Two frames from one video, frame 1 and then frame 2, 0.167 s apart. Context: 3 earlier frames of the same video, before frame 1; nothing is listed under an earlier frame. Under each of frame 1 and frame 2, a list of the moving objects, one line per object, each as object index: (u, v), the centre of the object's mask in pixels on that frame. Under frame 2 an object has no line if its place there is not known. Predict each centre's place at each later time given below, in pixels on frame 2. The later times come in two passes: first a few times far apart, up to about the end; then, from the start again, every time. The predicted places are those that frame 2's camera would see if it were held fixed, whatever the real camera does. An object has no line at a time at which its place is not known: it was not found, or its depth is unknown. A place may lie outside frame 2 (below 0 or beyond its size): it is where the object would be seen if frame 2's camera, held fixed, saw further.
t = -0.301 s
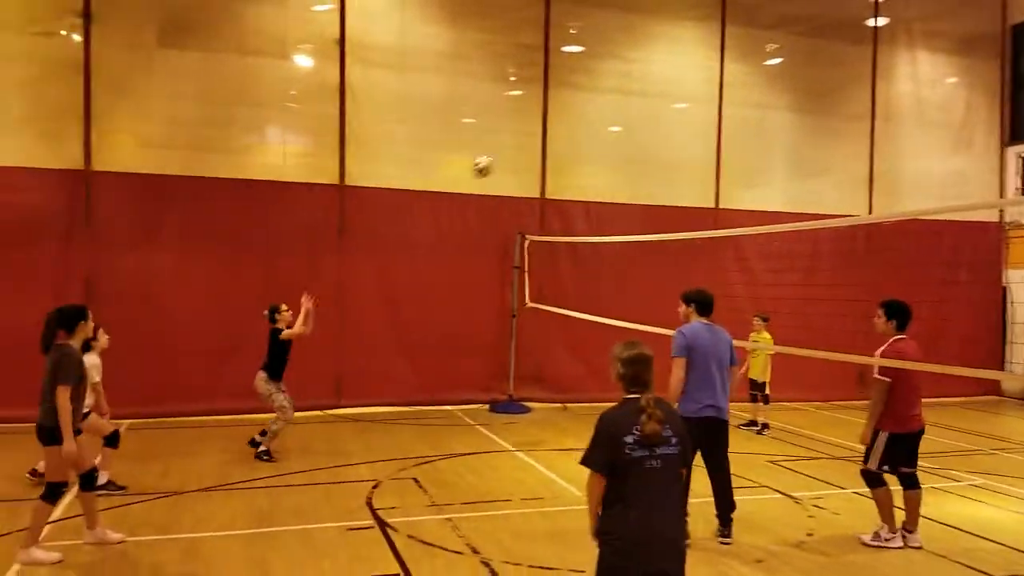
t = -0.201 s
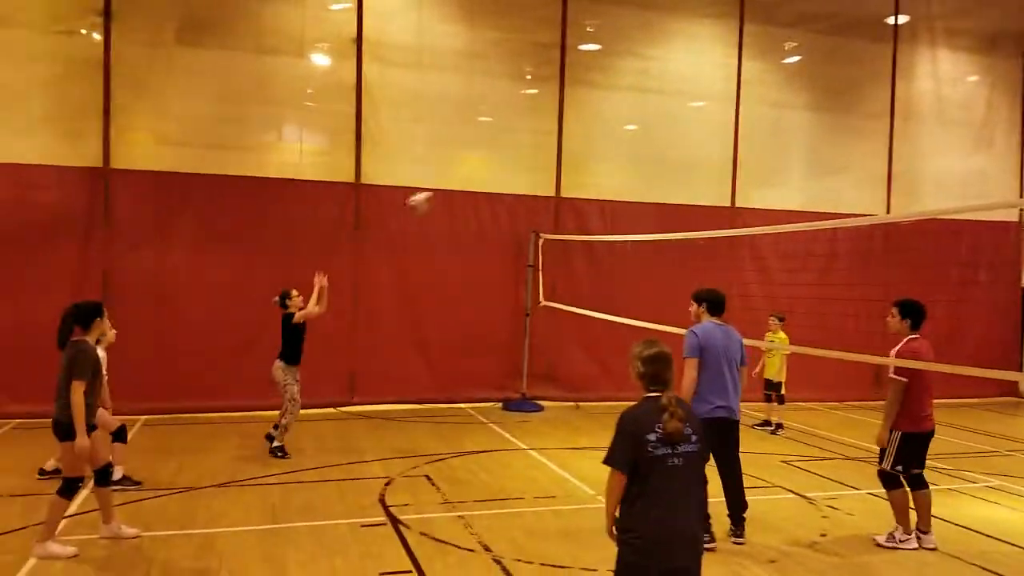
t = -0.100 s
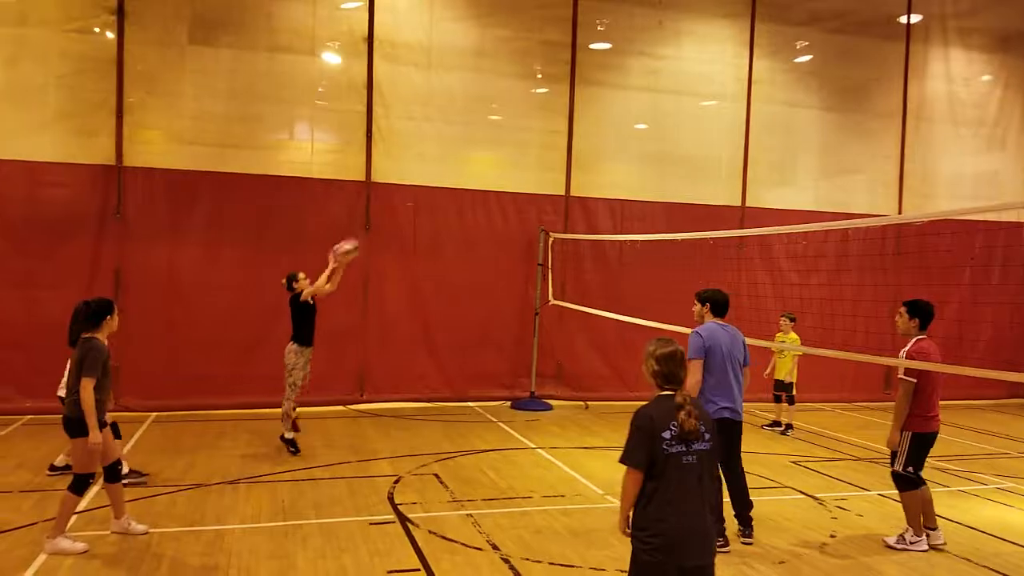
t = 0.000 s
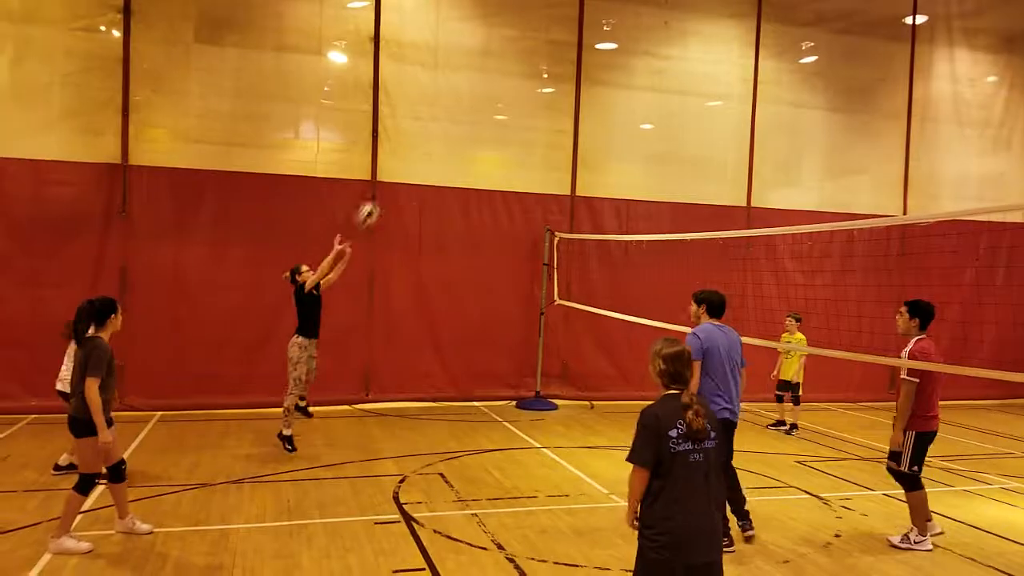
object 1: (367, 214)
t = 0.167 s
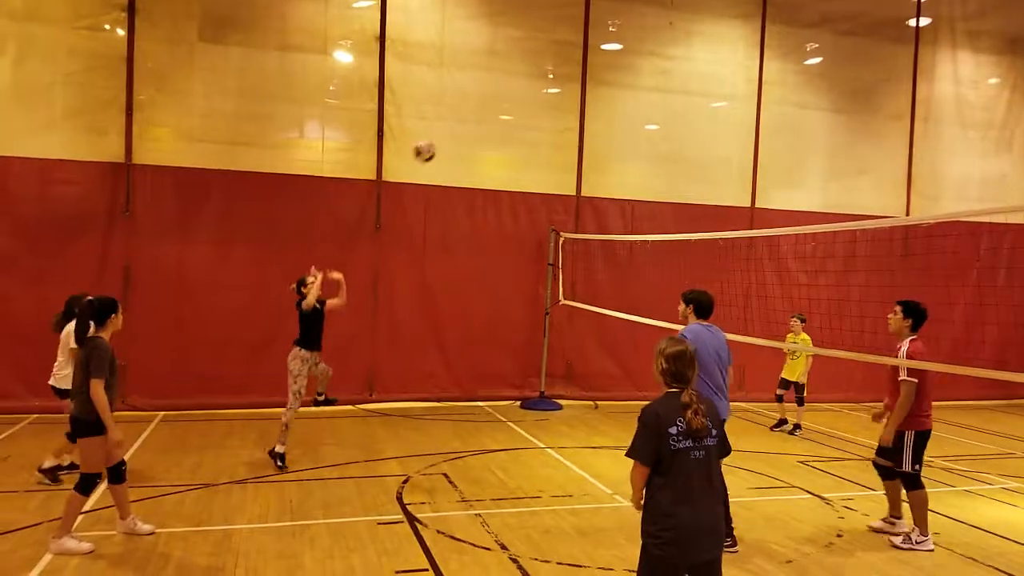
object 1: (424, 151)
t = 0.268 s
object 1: (459, 126)
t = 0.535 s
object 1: (552, 102)
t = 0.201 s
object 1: (436, 141)
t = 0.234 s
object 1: (447, 134)
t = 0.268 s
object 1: (459, 126)
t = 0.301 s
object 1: (470, 118)
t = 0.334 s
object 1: (481, 112)
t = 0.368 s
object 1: (493, 108)
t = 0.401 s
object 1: (503, 105)
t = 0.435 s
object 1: (516, 102)
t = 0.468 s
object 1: (528, 101)
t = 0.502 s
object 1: (540, 102)
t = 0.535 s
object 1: (552, 102)
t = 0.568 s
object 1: (564, 106)
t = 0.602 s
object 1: (576, 111)
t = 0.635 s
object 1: (589, 116)
